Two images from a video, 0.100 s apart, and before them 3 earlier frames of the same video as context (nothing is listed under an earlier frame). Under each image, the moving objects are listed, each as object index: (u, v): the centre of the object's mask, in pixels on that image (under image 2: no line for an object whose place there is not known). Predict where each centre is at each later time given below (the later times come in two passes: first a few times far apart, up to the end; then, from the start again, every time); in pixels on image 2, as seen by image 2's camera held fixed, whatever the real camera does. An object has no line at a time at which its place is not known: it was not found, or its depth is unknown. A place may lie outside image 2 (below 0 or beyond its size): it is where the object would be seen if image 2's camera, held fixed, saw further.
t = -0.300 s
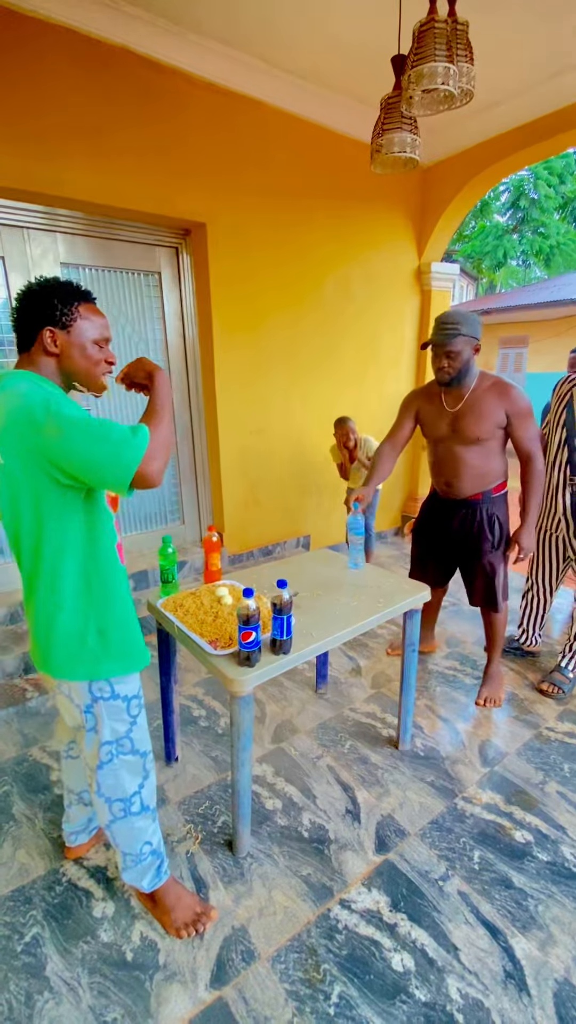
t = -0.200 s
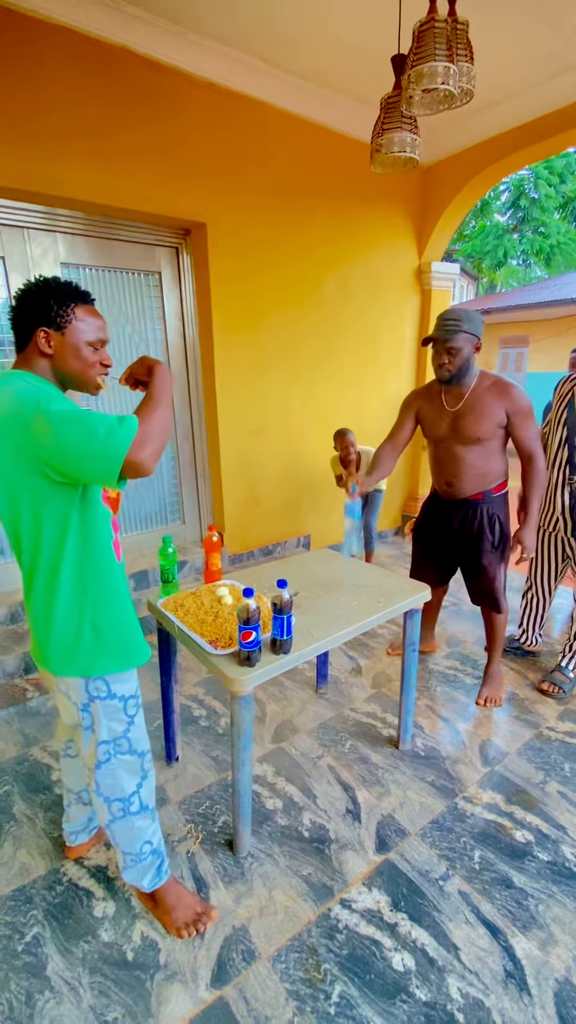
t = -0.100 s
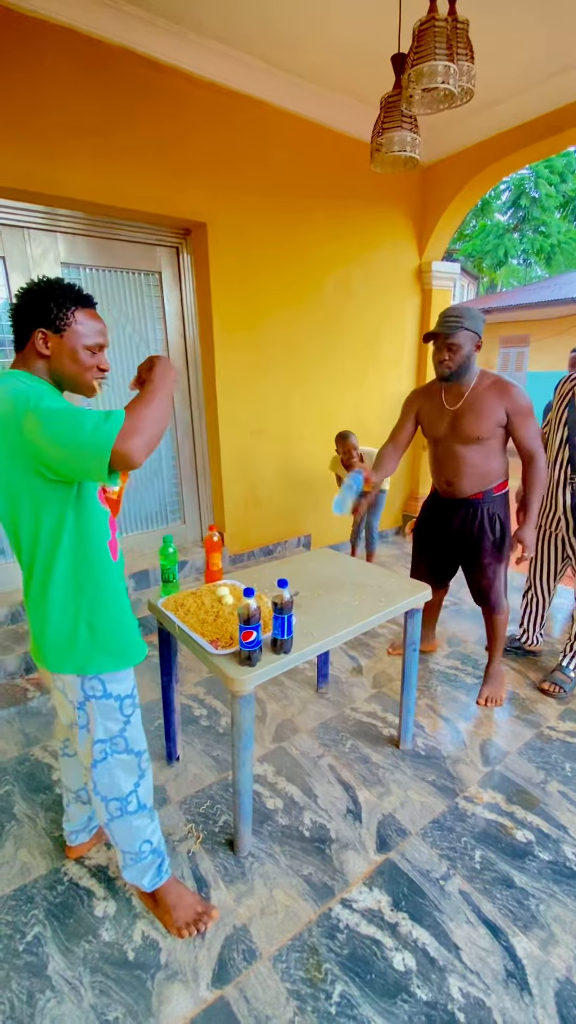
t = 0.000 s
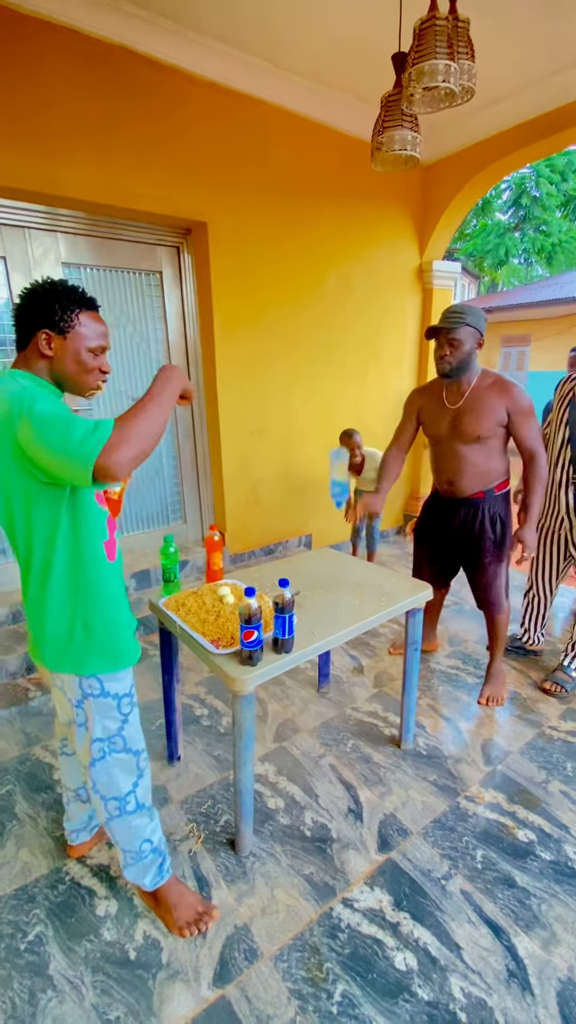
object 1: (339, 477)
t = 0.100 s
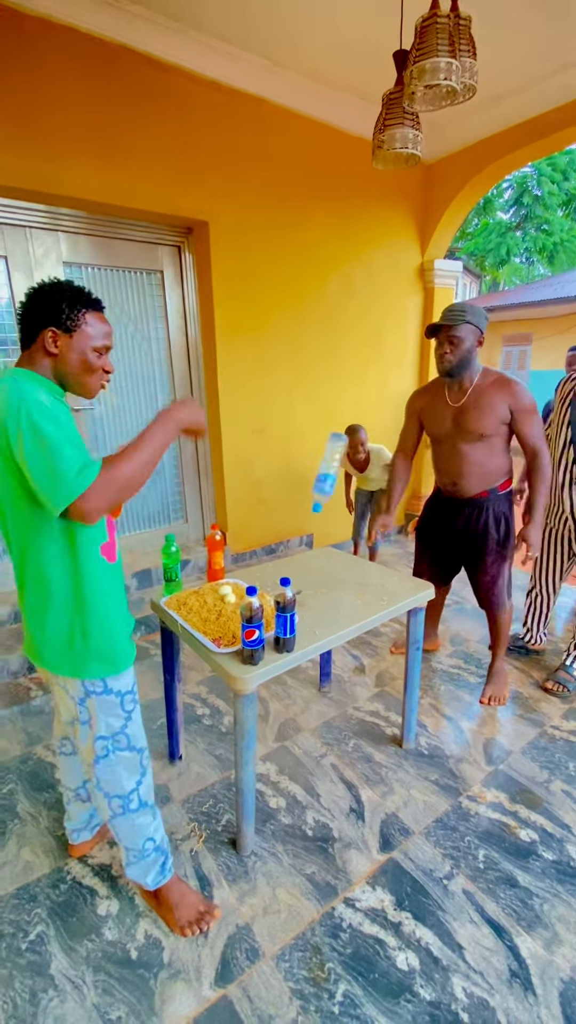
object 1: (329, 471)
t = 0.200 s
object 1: (321, 481)
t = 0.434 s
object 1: (309, 616)
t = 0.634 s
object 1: (330, 664)
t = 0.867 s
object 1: (357, 823)
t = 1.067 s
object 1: (371, 921)
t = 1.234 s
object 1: (381, 947)
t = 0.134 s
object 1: (325, 472)
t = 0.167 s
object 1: (323, 475)
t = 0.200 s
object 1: (321, 481)
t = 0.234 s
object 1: (320, 491)
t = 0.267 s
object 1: (318, 506)
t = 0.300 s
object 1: (315, 525)
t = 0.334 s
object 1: (311, 546)
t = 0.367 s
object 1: (309, 571)
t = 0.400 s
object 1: (308, 600)
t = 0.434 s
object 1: (309, 616)
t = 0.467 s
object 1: (310, 633)
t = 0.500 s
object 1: (311, 636)
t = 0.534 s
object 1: (315, 641)
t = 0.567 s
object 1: (320, 646)
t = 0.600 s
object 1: (325, 654)
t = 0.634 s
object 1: (330, 664)
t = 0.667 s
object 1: (333, 676)
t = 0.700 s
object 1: (338, 693)
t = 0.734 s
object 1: (343, 714)
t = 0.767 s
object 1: (347, 737)
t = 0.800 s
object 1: (351, 764)
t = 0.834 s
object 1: (355, 793)
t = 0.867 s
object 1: (357, 823)
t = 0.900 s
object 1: (362, 860)
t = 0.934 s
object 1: (363, 888)
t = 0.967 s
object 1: (366, 905)
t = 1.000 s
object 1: (368, 910)
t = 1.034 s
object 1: (369, 916)
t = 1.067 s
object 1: (371, 921)
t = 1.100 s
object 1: (373, 926)
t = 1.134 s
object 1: (375, 931)
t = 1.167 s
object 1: (376, 938)
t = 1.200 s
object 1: (379, 942)
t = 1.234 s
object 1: (381, 947)
